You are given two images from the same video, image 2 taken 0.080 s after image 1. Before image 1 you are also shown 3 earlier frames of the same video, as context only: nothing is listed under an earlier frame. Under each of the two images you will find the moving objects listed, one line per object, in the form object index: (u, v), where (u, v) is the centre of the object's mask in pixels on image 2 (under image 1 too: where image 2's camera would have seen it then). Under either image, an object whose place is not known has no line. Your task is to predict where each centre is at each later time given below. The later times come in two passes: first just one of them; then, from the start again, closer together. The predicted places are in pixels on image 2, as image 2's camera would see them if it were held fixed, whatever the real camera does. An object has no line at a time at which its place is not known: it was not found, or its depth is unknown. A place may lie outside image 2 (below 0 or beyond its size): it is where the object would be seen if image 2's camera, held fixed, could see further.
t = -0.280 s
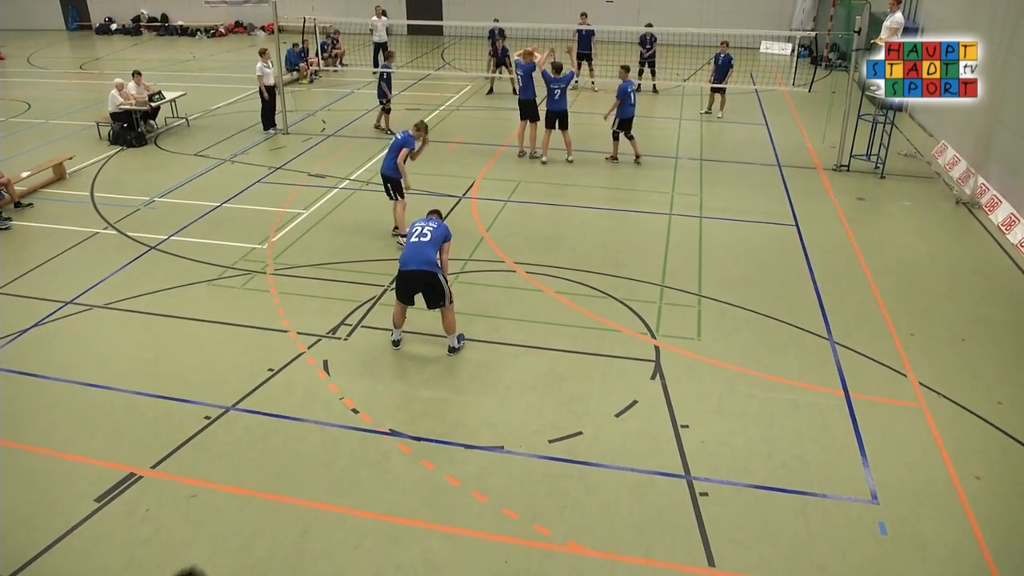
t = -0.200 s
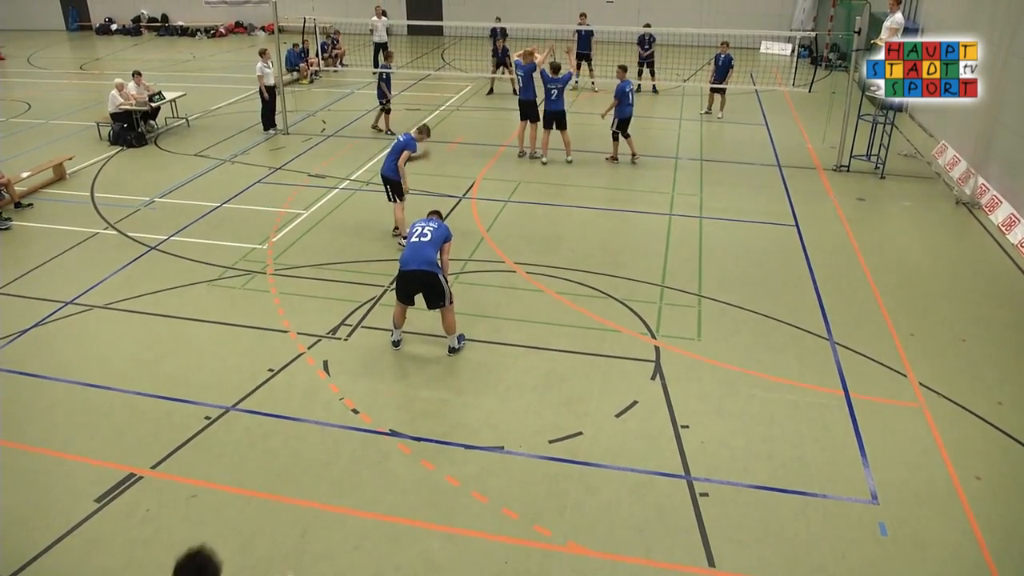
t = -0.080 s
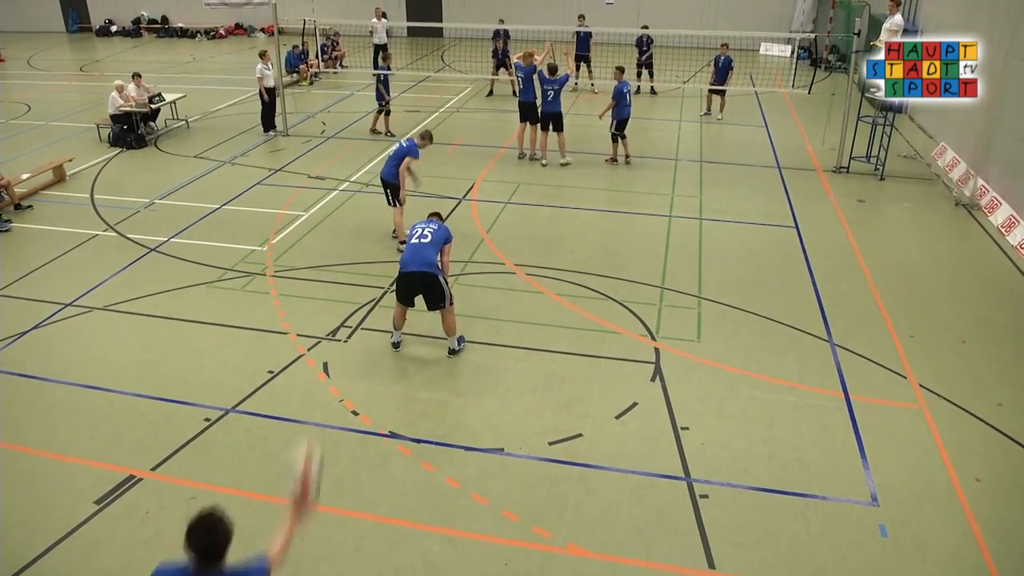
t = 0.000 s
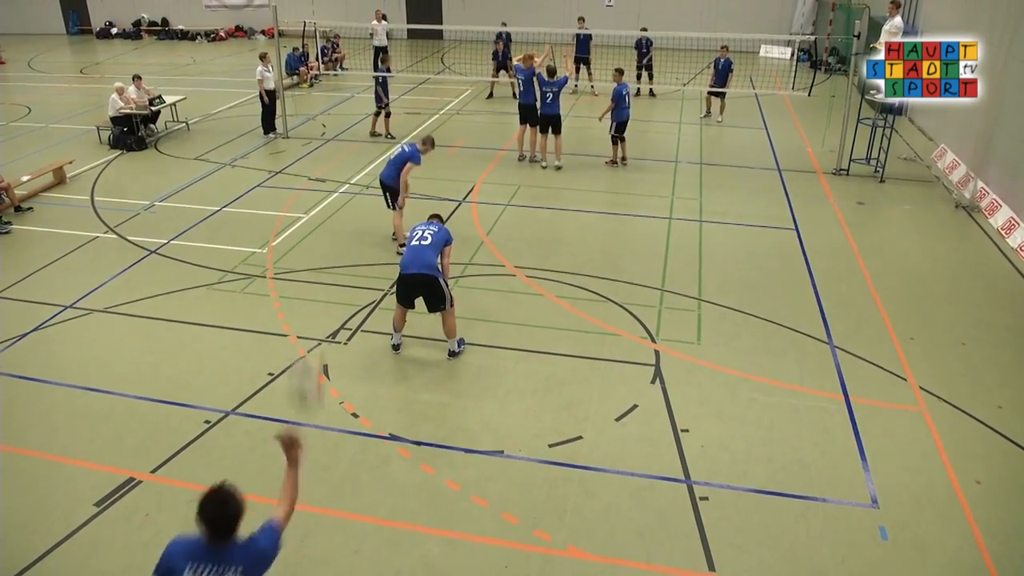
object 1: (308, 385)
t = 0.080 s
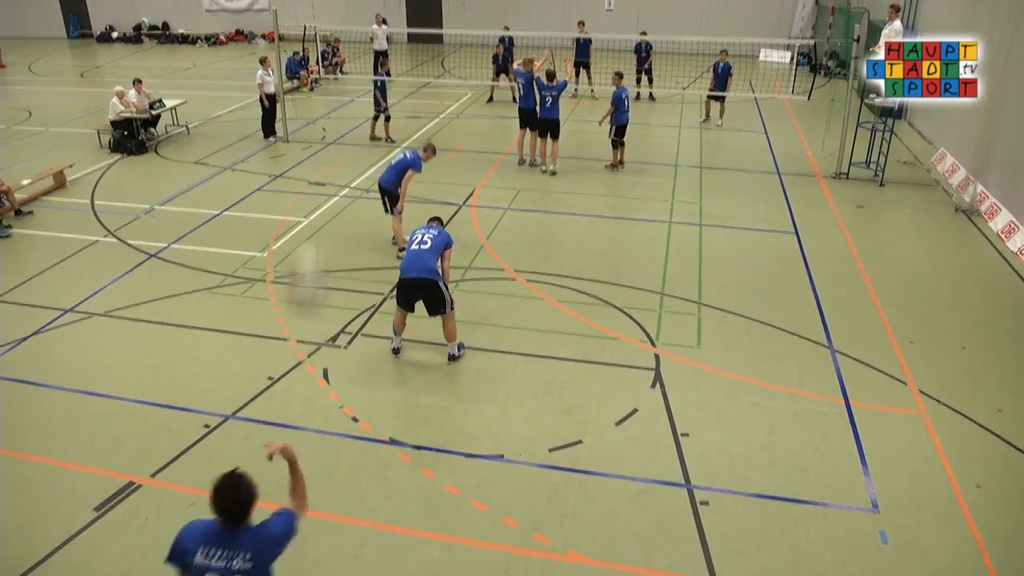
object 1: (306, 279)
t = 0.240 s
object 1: (313, 102)
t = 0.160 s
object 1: (311, 186)
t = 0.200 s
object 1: (313, 133)
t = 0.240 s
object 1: (313, 102)
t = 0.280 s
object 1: (318, 60)
